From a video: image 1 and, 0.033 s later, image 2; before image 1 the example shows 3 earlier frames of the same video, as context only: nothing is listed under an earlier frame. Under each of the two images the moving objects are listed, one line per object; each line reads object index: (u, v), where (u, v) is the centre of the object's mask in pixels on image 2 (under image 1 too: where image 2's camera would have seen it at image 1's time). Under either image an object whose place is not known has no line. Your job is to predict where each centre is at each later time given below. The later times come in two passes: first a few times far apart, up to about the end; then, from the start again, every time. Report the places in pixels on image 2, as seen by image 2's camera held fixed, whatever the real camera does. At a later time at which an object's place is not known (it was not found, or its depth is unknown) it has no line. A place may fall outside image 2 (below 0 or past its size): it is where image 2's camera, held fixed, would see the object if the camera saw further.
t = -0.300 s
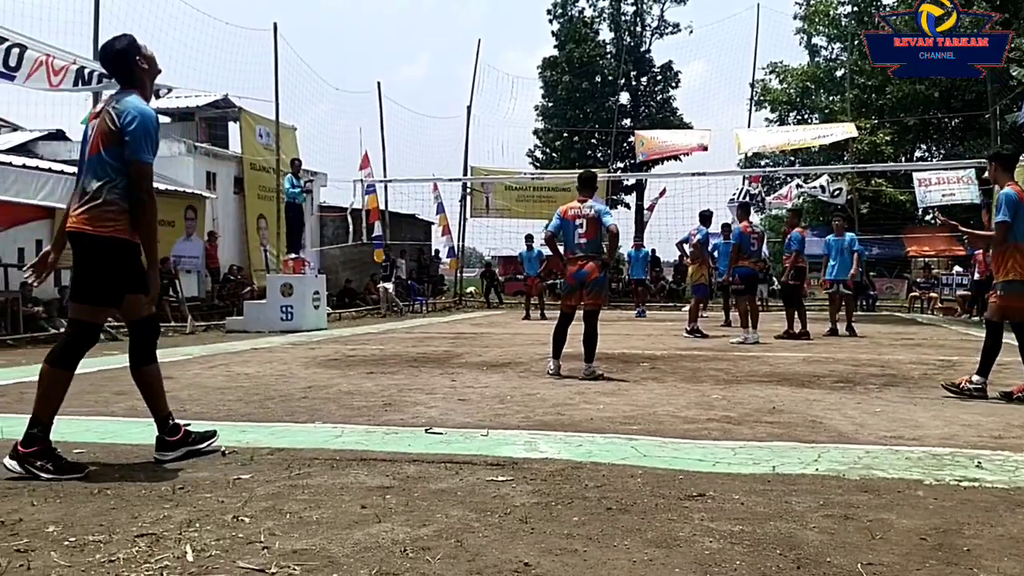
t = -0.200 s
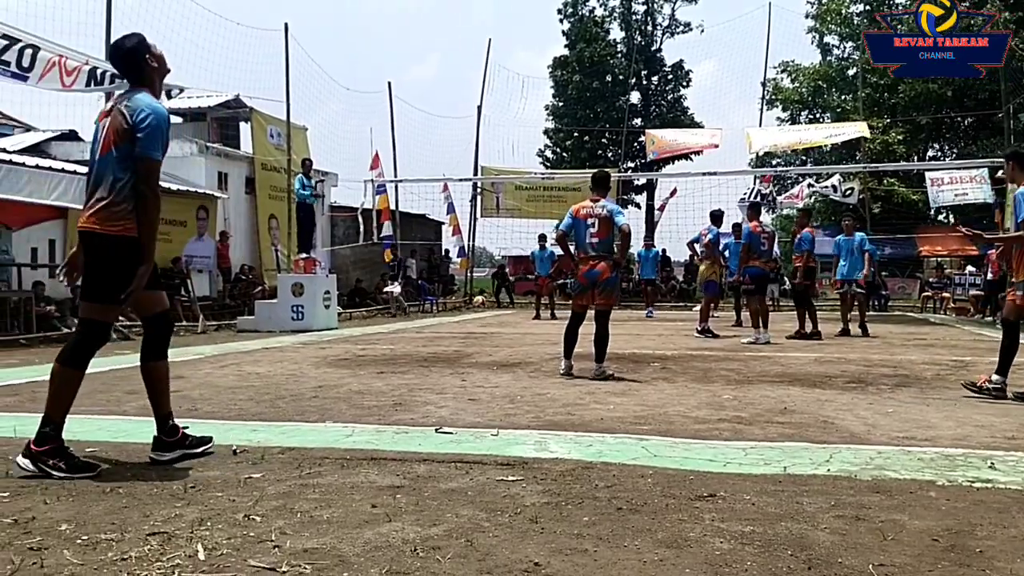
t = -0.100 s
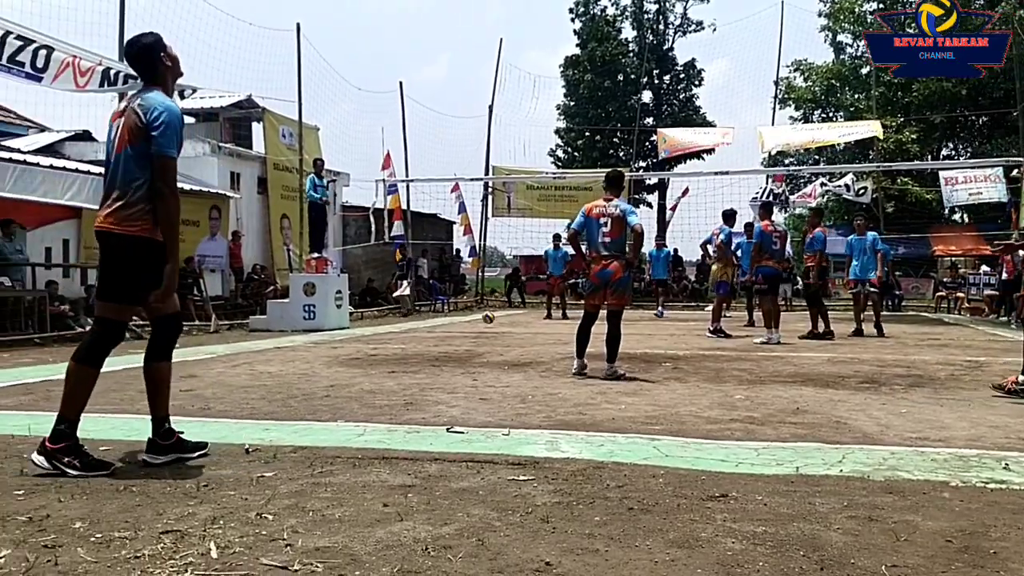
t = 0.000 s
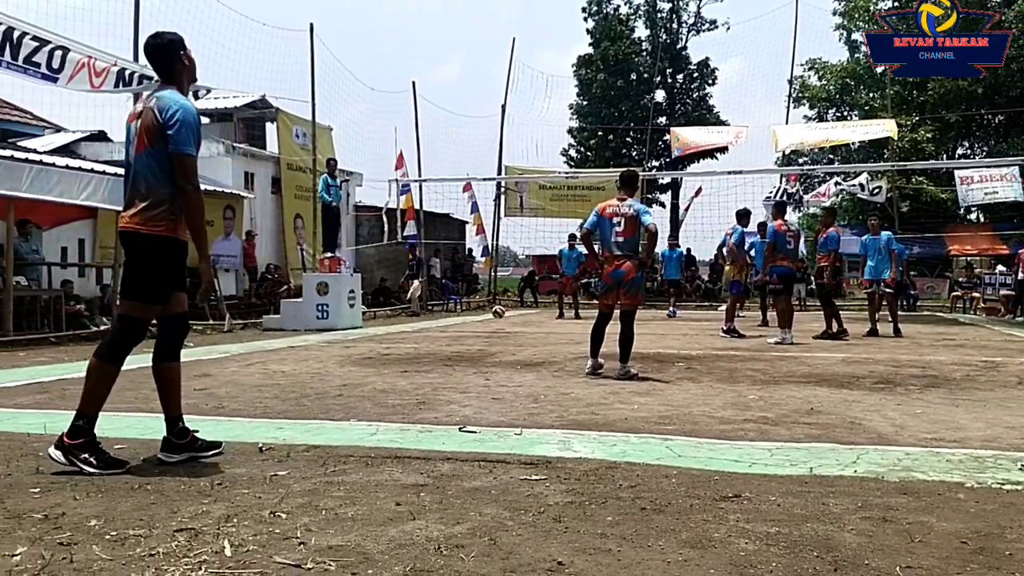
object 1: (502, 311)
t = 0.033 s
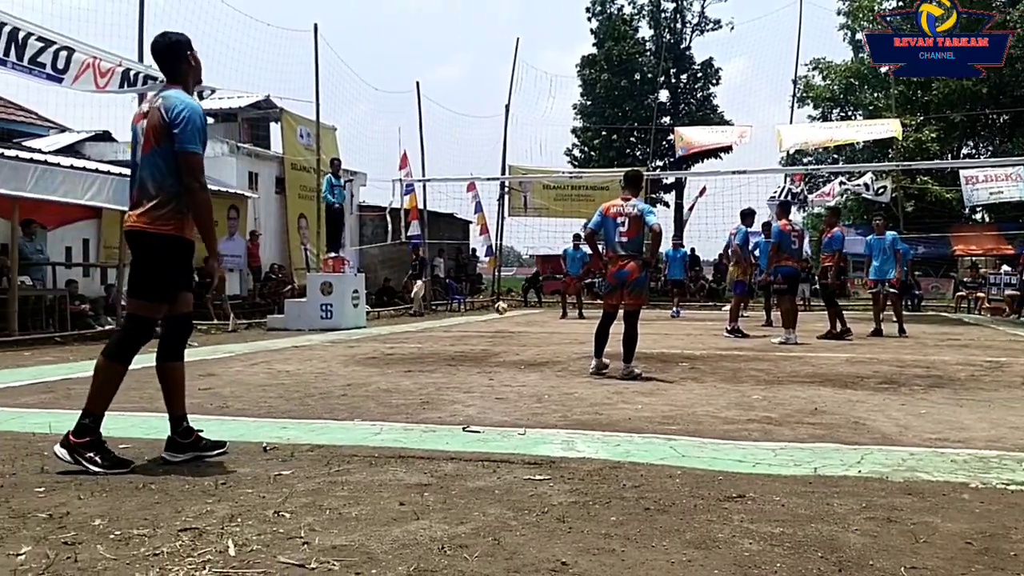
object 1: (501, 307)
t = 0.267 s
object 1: (494, 301)
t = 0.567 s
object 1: (481, 322)
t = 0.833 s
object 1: (465, 313)
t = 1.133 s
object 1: (441, 339)
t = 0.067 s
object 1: (500, 304)
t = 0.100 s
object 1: (499, 302)
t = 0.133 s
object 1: (498, 300)
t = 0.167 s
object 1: (497, 299)
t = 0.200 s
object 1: (497, 299)
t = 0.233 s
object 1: (495, 300)
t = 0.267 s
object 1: (494, 301)
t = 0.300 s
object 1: (493, 303)
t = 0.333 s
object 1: (491, 307)
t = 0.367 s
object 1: (490, 311)
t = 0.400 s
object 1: (489, 316)
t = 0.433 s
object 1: (488, 323)
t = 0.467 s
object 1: (487, 330)
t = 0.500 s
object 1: (485, 333)
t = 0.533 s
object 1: (483, 327)
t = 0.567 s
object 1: (481, 322)
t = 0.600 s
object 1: (480, 317)
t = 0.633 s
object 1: (478, 314)
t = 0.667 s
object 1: (475, 311)
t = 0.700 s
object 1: (473, 310)
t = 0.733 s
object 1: (471, 309)
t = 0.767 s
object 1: (469, 309)
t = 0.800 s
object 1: (467, 310)
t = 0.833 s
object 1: (465, 313)
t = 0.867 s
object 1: (462, 316)
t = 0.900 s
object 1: (459, 321)
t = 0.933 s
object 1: (457, 328)
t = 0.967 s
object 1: (454, 335)
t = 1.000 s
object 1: (451, 344)
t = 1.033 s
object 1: (448, 355)
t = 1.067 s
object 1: (446, 350)
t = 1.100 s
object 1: (443, 344)
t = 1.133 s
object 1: (441, 339)
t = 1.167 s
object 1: (438, 335)
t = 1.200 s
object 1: (434, 331)
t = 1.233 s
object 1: (431, 329)
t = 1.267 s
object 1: (428, 329)
